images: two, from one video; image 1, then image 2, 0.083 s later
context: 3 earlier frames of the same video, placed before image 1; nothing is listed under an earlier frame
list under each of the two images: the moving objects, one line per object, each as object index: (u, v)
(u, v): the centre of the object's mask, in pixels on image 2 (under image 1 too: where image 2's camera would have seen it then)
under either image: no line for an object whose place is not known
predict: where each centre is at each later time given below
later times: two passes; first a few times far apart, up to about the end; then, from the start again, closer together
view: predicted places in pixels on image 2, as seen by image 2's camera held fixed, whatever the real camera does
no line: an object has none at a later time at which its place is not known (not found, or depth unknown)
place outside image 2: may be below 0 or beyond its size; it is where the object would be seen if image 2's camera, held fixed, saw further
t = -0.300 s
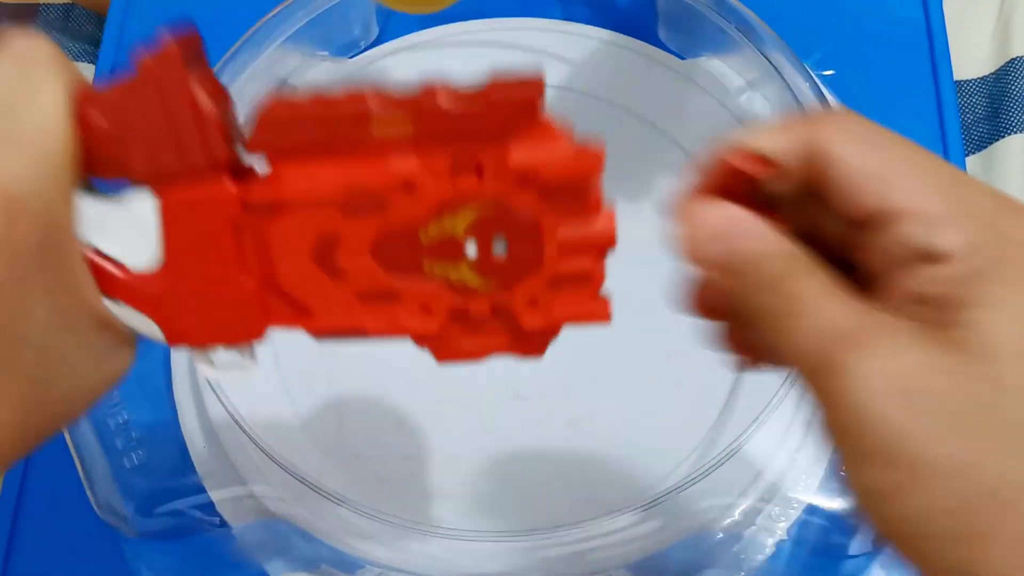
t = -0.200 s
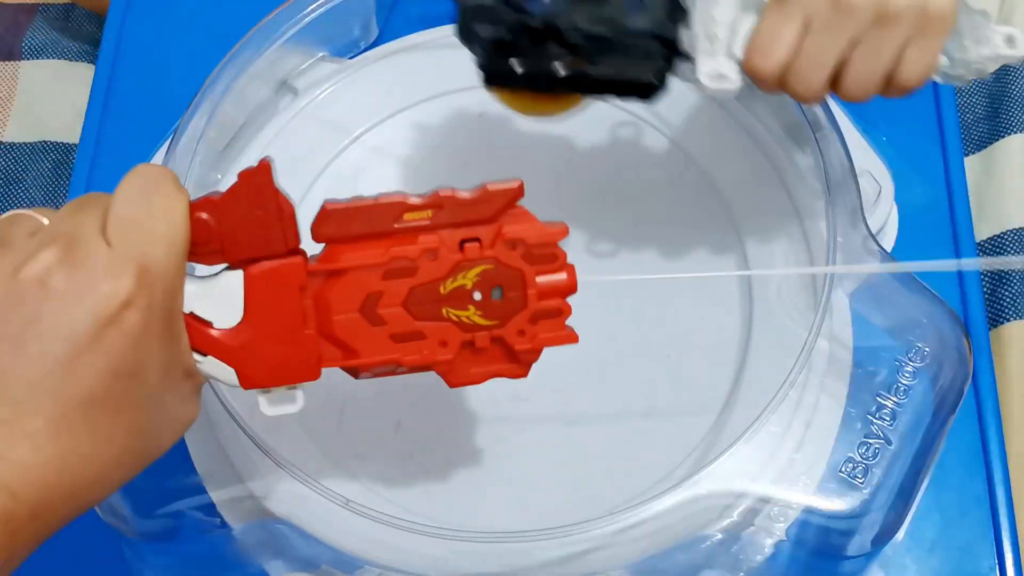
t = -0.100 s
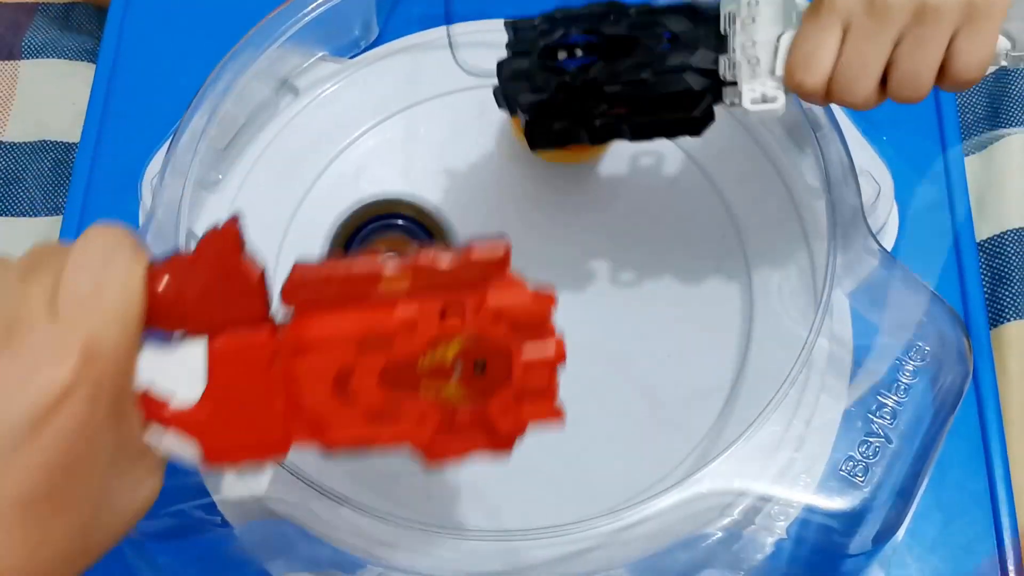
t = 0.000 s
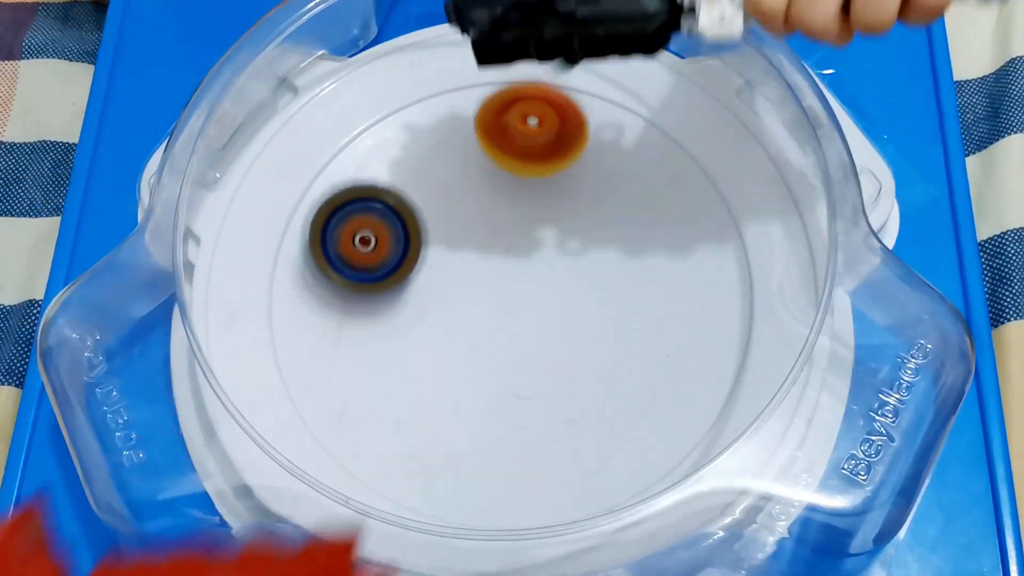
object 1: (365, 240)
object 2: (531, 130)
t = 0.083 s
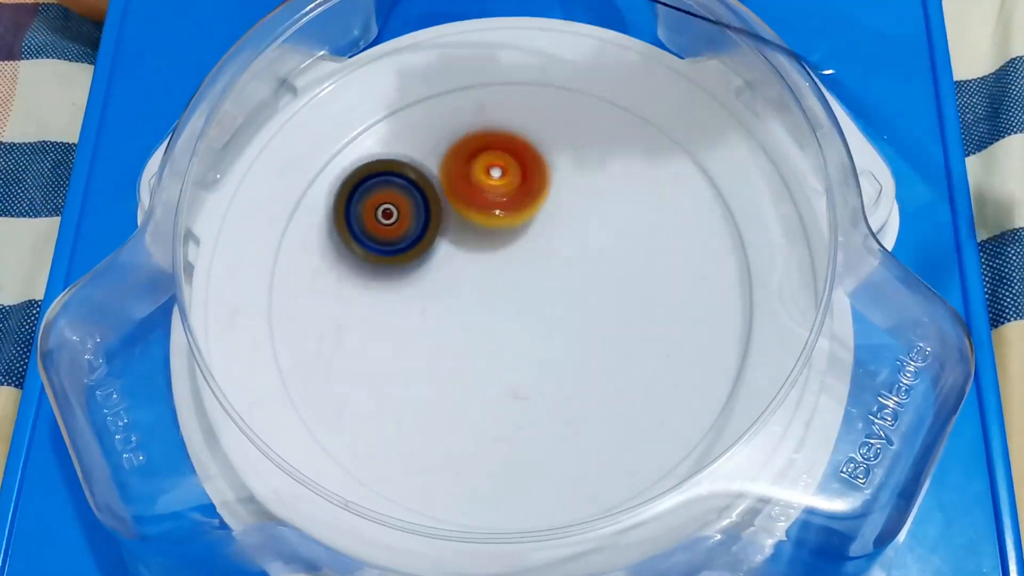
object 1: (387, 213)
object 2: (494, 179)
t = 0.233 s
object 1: (305, 260)
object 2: (599, 211)
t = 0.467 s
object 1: (504, 398)
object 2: (606, 275)
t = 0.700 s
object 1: (811, 327)
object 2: (511, 271)
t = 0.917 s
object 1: (639, 314)
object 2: (487, 228)
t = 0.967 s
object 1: (565, 303)
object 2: (481, 224)
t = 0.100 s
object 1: (375, 217)
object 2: (503, 183)
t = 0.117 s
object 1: (362, 216)
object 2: (517, 183)
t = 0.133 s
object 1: (349, 217)
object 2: (532, 186)
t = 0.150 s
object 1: (336, 223)
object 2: (546, 189)
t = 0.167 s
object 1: (324, 232)
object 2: (557, 193)
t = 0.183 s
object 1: (316, 237)
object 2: (570, 198)
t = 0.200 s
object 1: (310, 246)
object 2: (580, 202)
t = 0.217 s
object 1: (306, 253)
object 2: (590, 206)
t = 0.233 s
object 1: (305, 260)
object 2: (599, 211)
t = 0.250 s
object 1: (305, 270)
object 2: (606, 216)
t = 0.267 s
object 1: (308, 279)
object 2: (613, 221)
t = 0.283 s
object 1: (313, 289)
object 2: (618, 225)
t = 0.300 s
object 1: (321, 300)
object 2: (622, 231)
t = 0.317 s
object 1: (330, 310)
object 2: (625, 236)
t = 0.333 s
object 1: (342, 322)
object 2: (627, 240)
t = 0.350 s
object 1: (356, 333)
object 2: (628, 247)
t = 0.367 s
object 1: (372, 344)
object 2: (628, 251)
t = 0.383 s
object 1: (389, 354)
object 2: (626, 255)
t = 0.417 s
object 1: (431, 375)
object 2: (621, 265)
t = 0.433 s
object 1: (454, 383)
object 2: (616, 268)
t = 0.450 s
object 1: (479, 391)
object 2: (612, 272)
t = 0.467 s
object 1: (504, 398)
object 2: (606, 275)
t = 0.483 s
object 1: (531, 404)
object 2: (600, 277)
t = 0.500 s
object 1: (558, 408)
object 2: (595, 280)
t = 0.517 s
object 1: (586, 412)
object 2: (588, 281)
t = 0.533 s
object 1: (615, 413)
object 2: (580, 283)
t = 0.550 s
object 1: (644, 413)
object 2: (573, 283)
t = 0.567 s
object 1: (672, 409)
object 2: (566, 283)
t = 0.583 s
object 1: (697, 402)
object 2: (558, 284)
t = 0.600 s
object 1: (720, 392)
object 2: (550, 283)
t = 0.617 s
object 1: (738, 378)
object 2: (543, 282)
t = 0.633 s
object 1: (758, 370)
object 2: (537, 280)
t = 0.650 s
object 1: (775, 360)
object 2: (529, 278)
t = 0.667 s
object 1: (789, 349)
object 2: (522, 275)
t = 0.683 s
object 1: (800, 341)
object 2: (517, 273)
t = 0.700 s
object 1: (811, 327)
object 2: (511, 271)
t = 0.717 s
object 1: (821, 318)
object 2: (506, 268)
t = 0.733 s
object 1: (811, 317)
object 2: (501, 265)
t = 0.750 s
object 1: (798, 318)
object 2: (498, 262)
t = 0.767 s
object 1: (776, 314)
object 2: (496, 258)
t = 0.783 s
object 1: (768, 316)
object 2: (493, 255)
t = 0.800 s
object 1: (757, 319)
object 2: (491, 251)
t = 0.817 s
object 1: (743, 318)
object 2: (491, 247)
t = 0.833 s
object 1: (727, 320)
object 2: (490, 243)
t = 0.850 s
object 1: (711, 321)
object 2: (489, 240)
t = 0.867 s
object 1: (694, 319)
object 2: (489, 236)
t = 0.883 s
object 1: (676, 318)
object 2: (489, 233)
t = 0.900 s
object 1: (657, 316)
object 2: (488, 230)
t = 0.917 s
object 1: (639, 314)
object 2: (487, 228)
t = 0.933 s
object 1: (620, 310)
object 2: (486, 226)
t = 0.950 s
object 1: (602, 308)
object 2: (485, 224)
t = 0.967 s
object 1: (565, 303)
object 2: (481, 224)
